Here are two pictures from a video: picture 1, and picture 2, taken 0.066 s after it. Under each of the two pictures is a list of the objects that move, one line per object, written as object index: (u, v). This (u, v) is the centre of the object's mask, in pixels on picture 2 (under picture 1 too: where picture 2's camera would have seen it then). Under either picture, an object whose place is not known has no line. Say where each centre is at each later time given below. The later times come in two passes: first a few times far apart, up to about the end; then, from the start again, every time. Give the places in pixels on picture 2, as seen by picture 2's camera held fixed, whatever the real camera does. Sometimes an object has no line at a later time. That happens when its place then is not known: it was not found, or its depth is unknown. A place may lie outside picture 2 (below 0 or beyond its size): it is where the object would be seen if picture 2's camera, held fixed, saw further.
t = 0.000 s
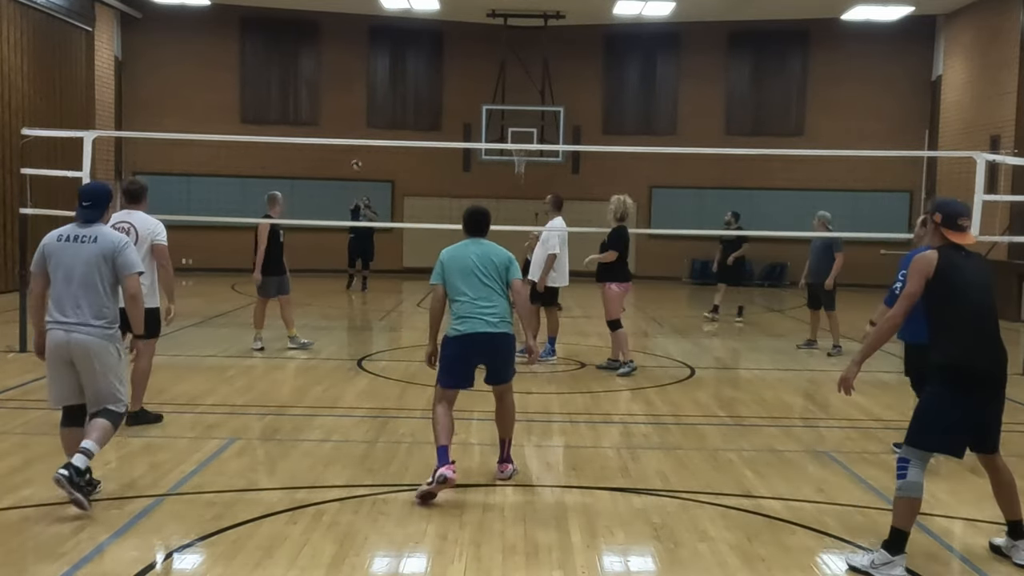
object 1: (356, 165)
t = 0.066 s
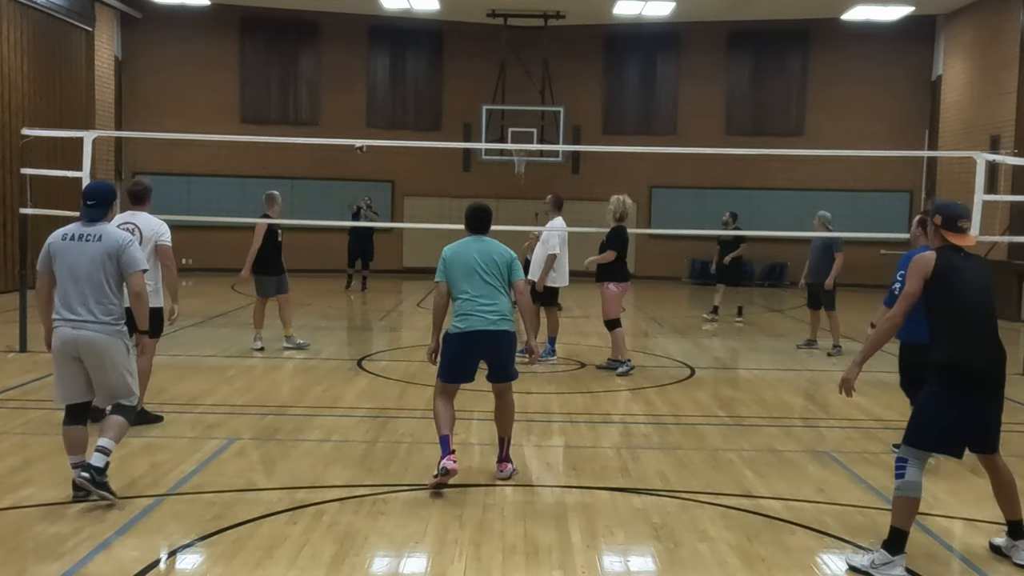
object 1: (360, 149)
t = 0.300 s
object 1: (375, 99)
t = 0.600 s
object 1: (393, 71)
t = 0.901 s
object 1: (420, 123)
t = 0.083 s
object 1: (361, 144)
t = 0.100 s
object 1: (362, 137)
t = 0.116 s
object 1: (364, 134)
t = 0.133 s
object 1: (364, 132)
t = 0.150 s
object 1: (365, 128)
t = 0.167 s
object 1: (367, 124)
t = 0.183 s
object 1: (368, 121)
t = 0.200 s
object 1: (369, 117)
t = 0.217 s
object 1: (370, 114)
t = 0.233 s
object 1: (371, 110)
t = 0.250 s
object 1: (372, 108)
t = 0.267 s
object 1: (373, 104)
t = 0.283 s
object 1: (374, 102)
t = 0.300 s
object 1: (375, 99)
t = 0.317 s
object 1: (376, 96)
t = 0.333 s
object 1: (377, 94)
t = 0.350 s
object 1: (378, 92)
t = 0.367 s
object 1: (379, 89)
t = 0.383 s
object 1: (380, 87)
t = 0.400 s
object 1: (381, 85)
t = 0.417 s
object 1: (382, 83)
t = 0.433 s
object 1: (383, 80)
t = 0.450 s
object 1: (384, 79)
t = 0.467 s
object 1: (385, 77)
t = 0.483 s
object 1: (386, 76)
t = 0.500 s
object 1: (387, 74)
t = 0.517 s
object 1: (388, 73)
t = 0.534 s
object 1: (389, 72)
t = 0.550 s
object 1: (390, 71)
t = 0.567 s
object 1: (391, 71)
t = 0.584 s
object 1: (392, 70)
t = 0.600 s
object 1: (393, 71)
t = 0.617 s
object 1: (394, 71)
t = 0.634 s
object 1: (396, 71)
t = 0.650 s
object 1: (397, 72)
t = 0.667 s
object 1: (398, 73)
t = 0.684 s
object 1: (399, 74)
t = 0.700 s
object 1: (400, 75)
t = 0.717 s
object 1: (402, 77)
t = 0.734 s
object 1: (403, 79)
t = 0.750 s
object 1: (404, 81)
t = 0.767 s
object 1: (405, 84)
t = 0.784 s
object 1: (407, 87)
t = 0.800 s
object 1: (409, 91)
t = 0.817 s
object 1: (410, 95)
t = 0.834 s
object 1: (412, 100)
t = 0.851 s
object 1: (414, 105)
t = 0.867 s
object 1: (416, 110)
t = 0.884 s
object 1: (418, 116)
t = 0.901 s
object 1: (420, 123)
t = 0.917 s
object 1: (423, 129)
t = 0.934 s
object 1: (425, 137)
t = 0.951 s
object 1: (427, 146)
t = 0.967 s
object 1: (429, 156)
